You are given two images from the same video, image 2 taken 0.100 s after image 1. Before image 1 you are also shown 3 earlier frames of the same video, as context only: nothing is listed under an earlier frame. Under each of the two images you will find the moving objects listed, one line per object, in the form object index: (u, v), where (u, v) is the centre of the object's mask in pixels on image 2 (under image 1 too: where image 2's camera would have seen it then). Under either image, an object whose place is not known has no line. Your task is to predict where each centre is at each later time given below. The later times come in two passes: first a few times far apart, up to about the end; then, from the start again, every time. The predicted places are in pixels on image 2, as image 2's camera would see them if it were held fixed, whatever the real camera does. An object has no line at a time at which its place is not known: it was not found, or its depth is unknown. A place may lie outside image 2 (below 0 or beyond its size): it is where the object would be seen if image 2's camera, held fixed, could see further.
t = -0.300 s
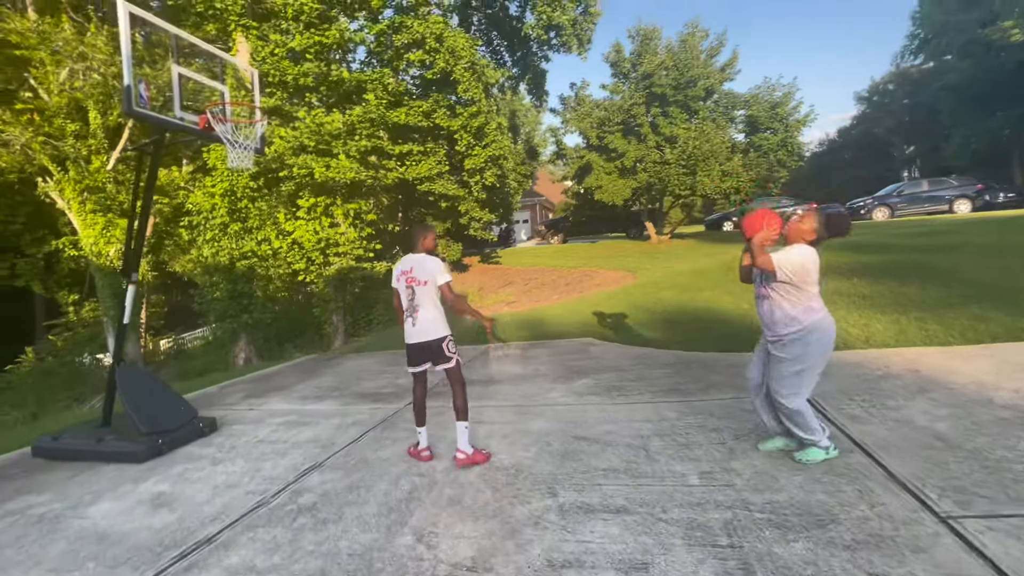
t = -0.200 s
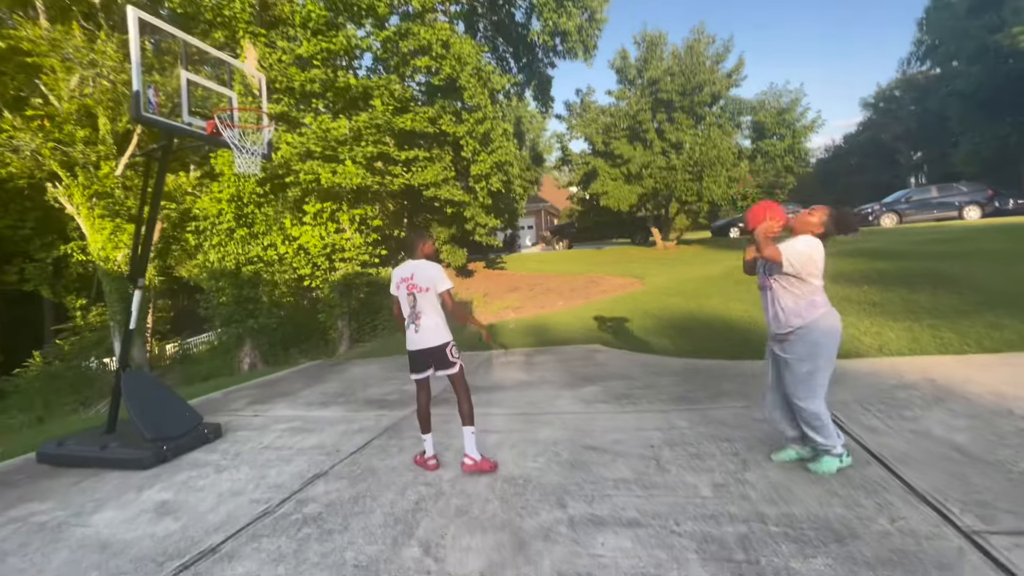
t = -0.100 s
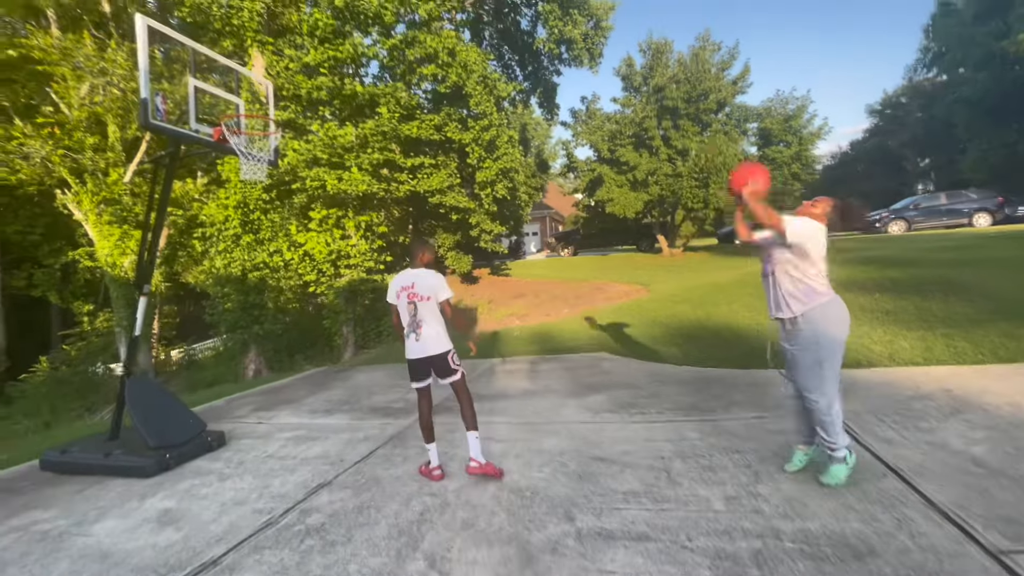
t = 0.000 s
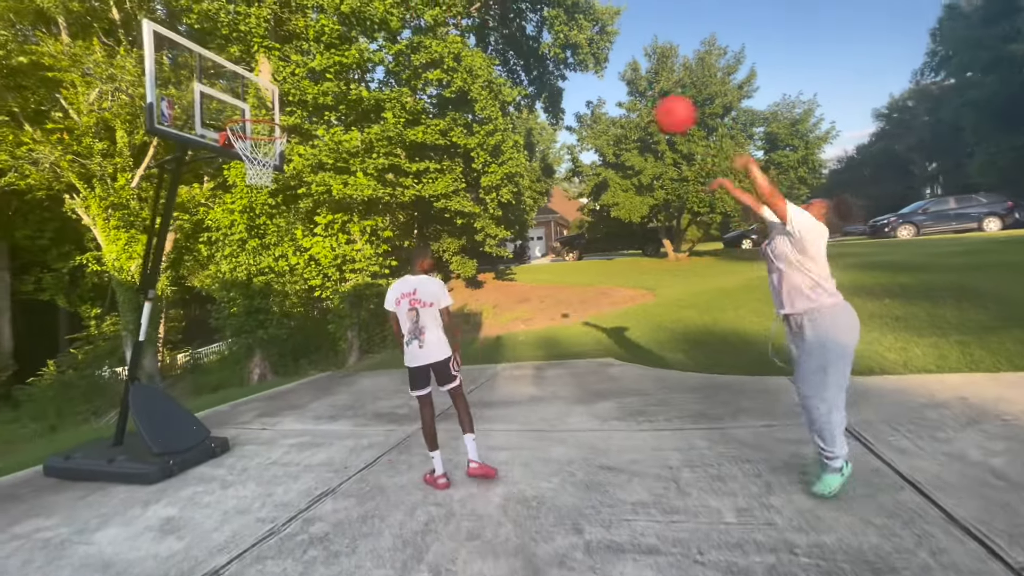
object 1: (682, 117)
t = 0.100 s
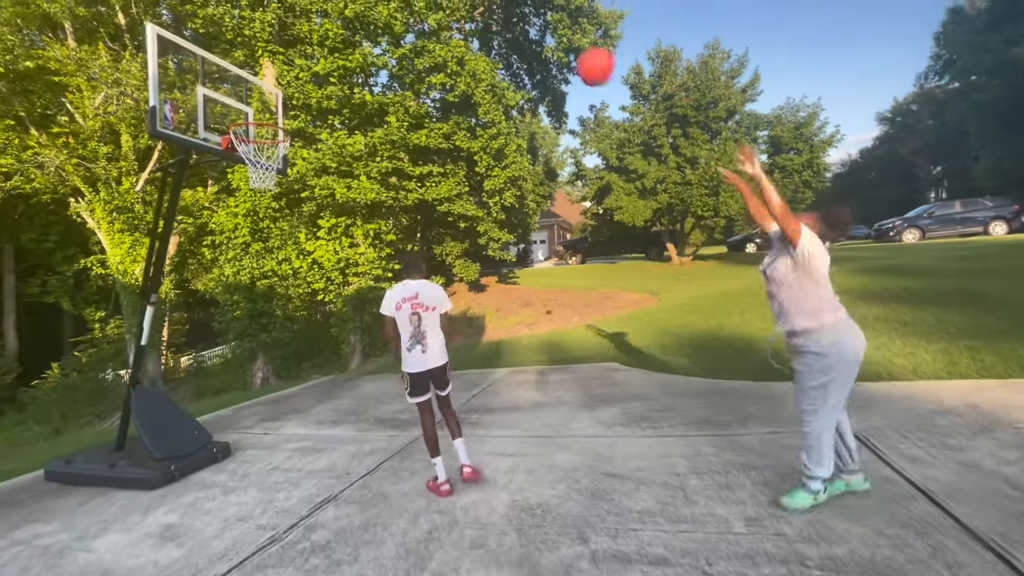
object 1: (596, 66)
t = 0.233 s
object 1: (498, 25)
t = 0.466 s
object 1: (356, 23)
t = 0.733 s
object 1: (242, 94)
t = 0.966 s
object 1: (315, 122)
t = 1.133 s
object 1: (361, 159)
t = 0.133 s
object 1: (571, 53)
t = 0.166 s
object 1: (545, 42)
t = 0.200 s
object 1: (521, 32)
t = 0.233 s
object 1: (498, 25)
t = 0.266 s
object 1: (475, 20)
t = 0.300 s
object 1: (453, 17)
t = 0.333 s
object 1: (432, 14)
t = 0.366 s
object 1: (412, 14)
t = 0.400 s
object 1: (393, 15)
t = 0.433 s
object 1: (374, 18)
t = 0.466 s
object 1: (356, 23)
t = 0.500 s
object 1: (338, 27)
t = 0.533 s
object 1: (321, 35)
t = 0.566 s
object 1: (304, 43)
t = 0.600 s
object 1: (288, 52)
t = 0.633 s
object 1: (273, 63)
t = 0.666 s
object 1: (258, 74)
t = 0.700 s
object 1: (243, 86)
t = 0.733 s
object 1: (242, 94)
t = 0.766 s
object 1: (254, 100)
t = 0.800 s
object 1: (268, 107)
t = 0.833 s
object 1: (282, 115)
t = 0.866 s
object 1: (290, 117)
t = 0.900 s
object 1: (298, 117)
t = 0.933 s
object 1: (306, 119)
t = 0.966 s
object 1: (315, 122)
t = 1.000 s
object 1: (323, 126)
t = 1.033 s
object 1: (331, 131)
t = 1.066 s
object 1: (340, 139)
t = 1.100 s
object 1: (350, 148)
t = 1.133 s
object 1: (361, 159)
